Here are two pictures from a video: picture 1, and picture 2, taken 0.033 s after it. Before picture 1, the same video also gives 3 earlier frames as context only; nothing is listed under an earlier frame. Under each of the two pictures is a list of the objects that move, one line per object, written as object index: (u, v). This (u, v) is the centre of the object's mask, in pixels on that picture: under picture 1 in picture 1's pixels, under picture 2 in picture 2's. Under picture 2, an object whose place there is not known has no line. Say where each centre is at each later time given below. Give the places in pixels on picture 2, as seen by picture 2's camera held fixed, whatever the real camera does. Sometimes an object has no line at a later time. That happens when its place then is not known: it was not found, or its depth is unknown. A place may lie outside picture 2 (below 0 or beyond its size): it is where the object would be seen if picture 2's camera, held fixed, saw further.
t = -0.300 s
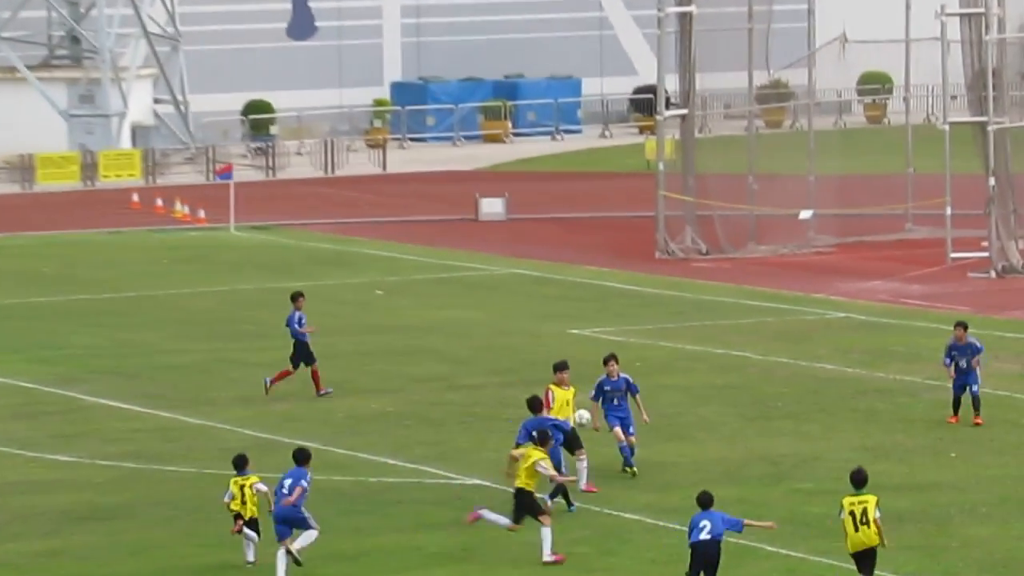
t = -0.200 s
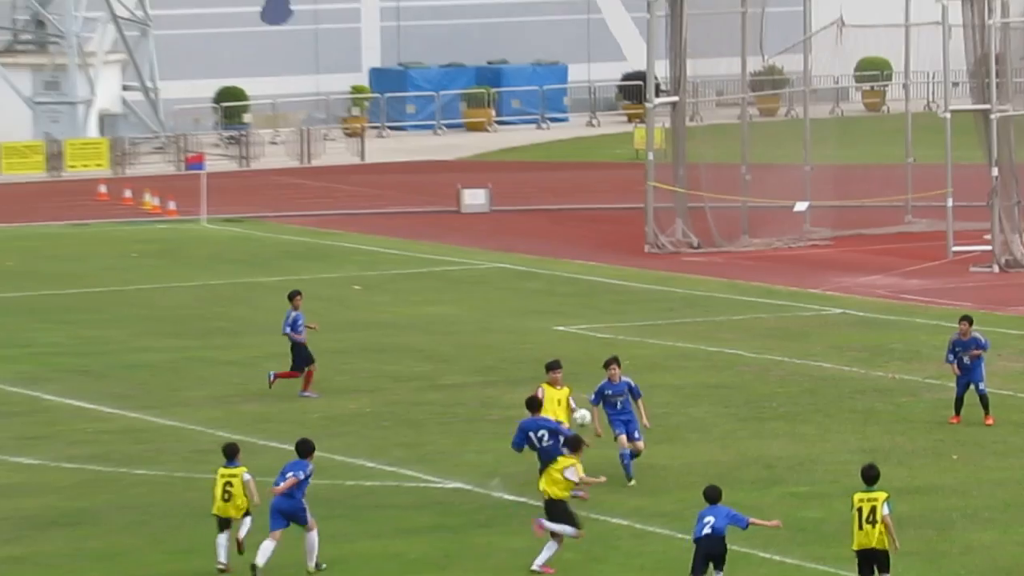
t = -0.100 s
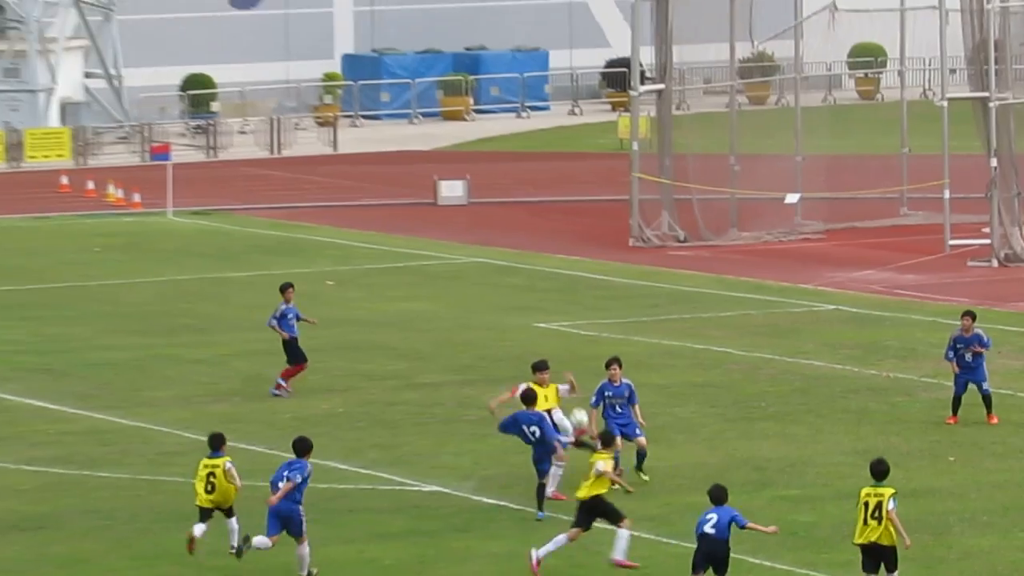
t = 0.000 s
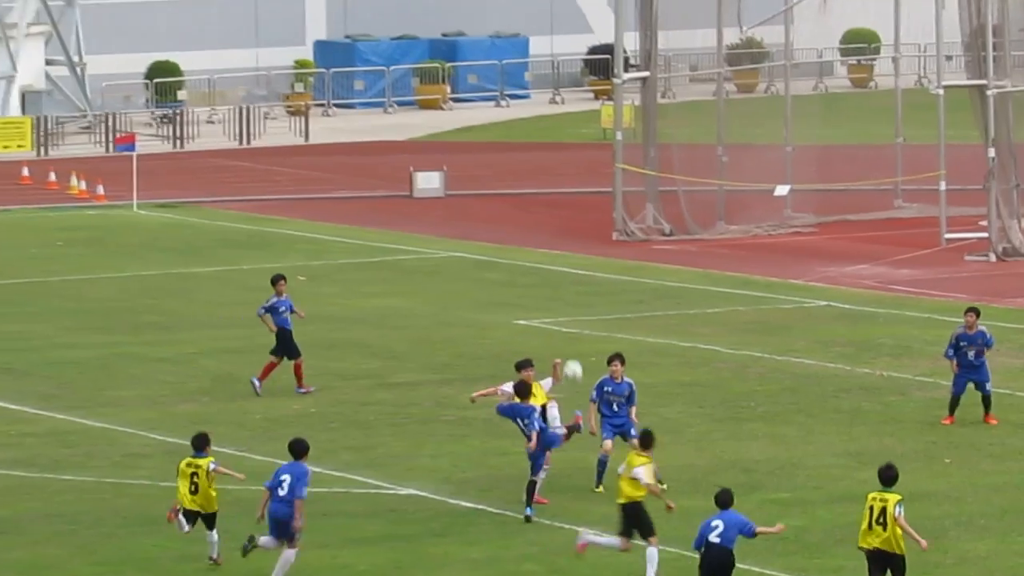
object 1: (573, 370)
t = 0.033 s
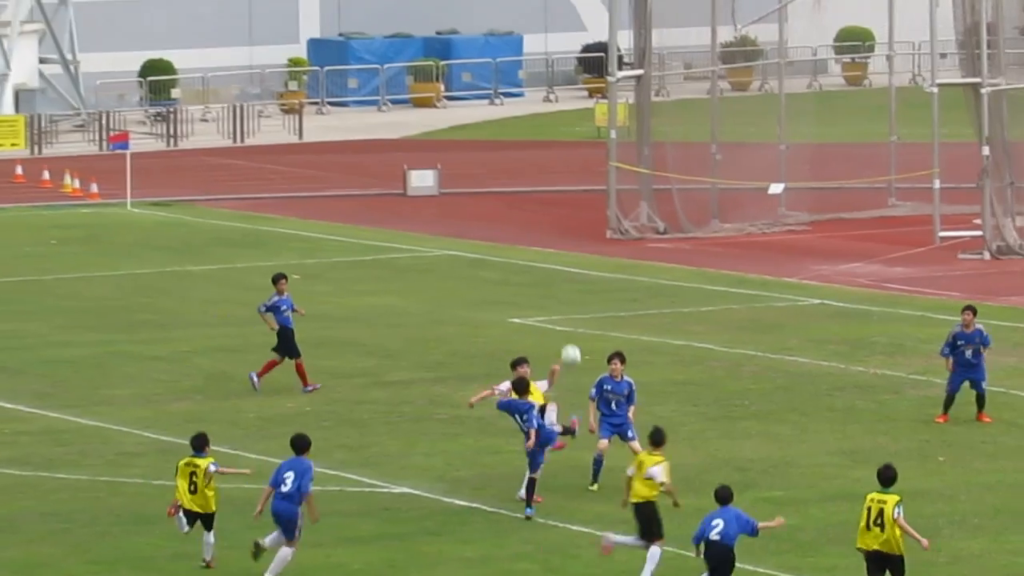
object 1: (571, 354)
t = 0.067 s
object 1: (575, 342)
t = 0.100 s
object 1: (579, 330)
